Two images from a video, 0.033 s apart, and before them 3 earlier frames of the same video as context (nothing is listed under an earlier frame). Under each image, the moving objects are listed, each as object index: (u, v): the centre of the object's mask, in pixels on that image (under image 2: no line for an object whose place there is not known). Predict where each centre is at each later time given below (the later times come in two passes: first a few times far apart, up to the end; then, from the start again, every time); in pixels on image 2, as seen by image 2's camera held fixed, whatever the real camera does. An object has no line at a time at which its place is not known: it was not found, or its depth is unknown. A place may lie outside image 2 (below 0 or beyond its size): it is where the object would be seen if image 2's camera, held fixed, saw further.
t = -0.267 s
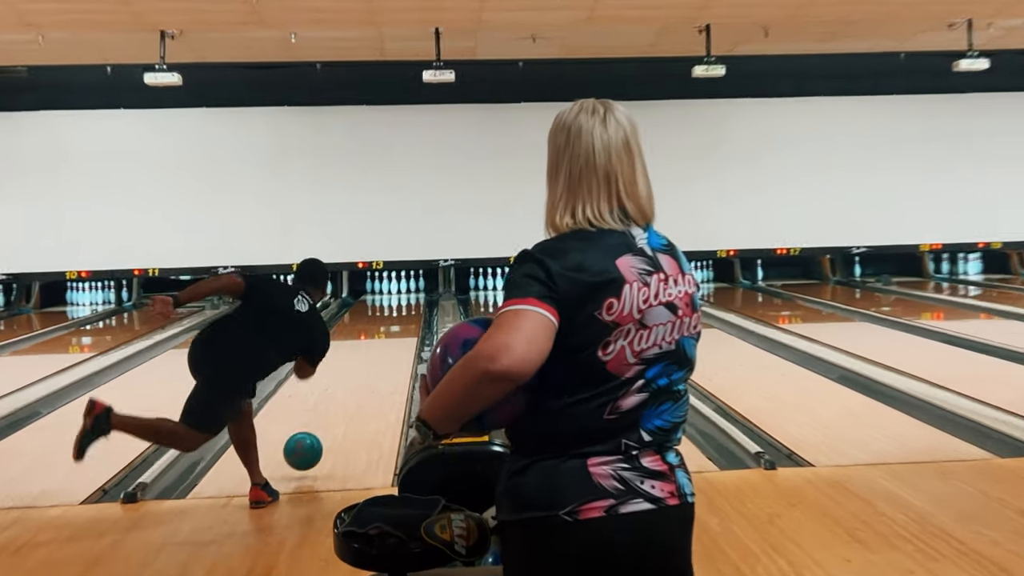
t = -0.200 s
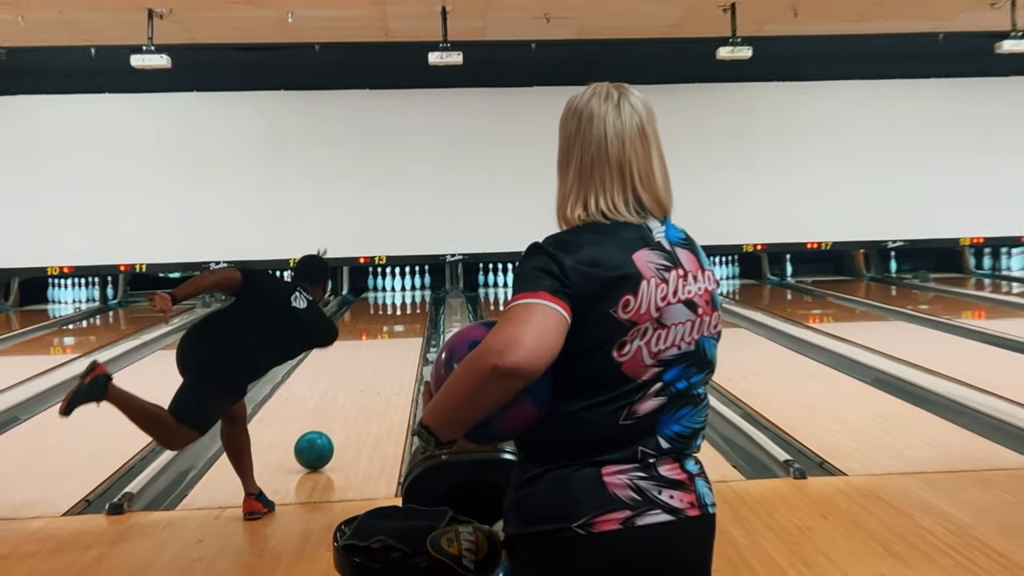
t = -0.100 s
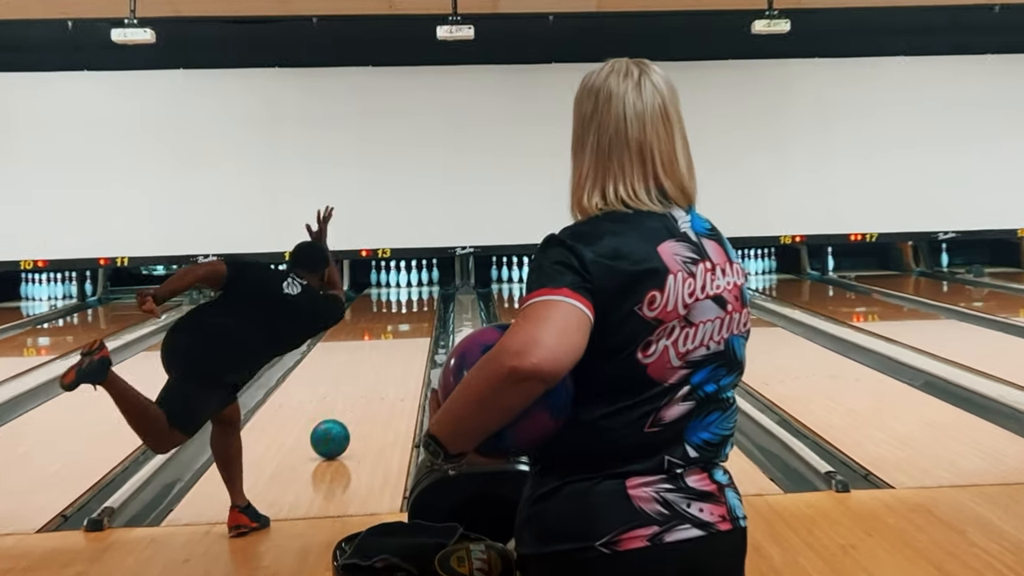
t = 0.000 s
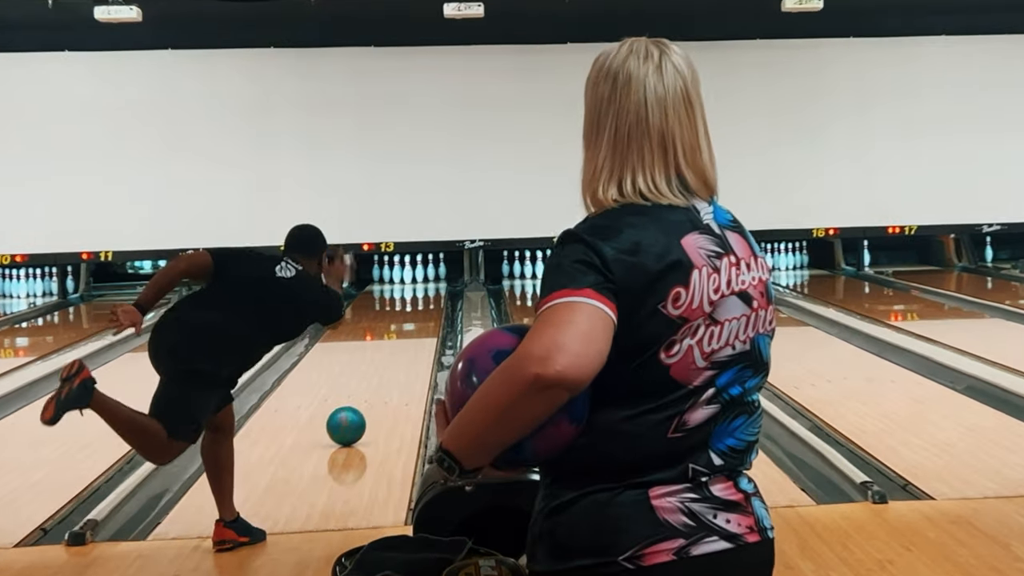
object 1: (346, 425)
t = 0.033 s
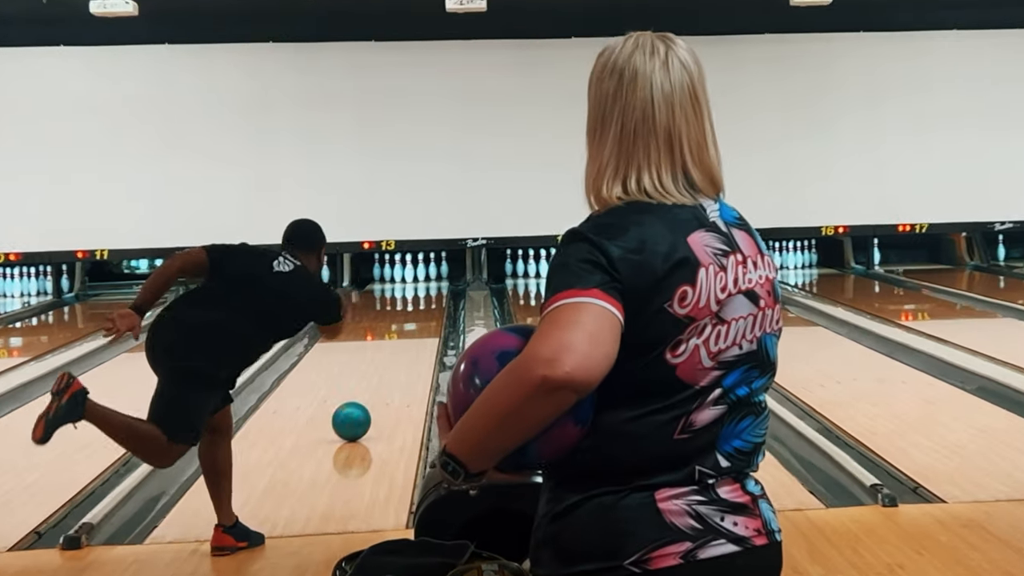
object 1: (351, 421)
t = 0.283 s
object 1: (379, 385)
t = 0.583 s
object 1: (405, 351)
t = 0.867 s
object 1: (421, 328)
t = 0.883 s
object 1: (422, 326)
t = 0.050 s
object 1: (353, 418)
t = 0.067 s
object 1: (355, 416)
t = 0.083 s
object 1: (357, 413)
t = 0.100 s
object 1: (359, 411)
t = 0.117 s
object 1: (361, 409)
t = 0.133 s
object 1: (363, 406)
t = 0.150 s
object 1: (364, 404)
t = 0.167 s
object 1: (366, 401)
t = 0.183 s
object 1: (368, 399)
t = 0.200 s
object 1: (370, 397)
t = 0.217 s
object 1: (372, 394)
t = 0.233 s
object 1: (374, 392)
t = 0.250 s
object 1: (376, 389)
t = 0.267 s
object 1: (377, 387)
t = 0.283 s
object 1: (379, 385)
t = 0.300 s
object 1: (381, 383)
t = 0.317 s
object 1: (382, 381)
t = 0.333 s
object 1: (384, 379)
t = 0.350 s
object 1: (386, 377)
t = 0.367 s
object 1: (387, 375)
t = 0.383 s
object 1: (389, 373)
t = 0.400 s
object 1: (390, 371)
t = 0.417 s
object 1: (392, 369)
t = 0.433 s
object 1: (393, 367)
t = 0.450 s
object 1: (395, 365)
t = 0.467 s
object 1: (396, 363)
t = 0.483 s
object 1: (397, 362)
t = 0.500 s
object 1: (399, 360)
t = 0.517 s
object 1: (400, 358)
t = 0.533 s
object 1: (401, 356)
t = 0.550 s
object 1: (403, 355)
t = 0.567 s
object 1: (404, 353)
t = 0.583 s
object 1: (405, 351)
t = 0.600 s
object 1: (406, 350)
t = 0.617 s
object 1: (407, 348)
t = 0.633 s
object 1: (408, 347)
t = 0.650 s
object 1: (409, 345)
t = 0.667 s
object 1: (410, 344)
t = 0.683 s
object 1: (411, 342)
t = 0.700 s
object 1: (412, 341)
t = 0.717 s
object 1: (413, 339)
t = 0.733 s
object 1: (414, 338)
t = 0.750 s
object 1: (415, 337)
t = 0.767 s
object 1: (416, 335)
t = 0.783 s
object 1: (417, 334)
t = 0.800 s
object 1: (418, 333)
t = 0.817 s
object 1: (419, 331)
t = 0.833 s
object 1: (420, 330)
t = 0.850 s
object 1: (421, 329)
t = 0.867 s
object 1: (421, 328)
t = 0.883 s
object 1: (422, 326)
